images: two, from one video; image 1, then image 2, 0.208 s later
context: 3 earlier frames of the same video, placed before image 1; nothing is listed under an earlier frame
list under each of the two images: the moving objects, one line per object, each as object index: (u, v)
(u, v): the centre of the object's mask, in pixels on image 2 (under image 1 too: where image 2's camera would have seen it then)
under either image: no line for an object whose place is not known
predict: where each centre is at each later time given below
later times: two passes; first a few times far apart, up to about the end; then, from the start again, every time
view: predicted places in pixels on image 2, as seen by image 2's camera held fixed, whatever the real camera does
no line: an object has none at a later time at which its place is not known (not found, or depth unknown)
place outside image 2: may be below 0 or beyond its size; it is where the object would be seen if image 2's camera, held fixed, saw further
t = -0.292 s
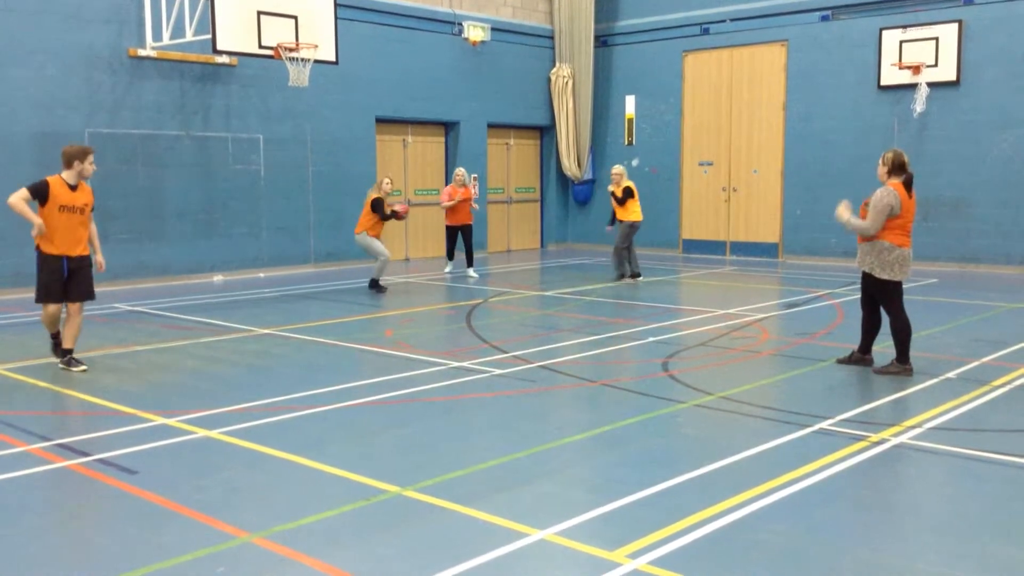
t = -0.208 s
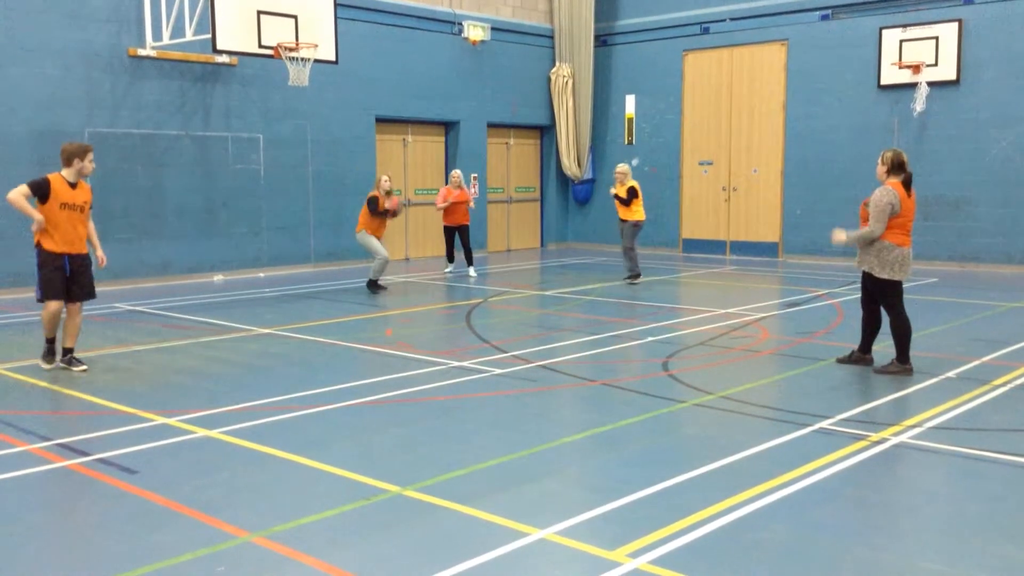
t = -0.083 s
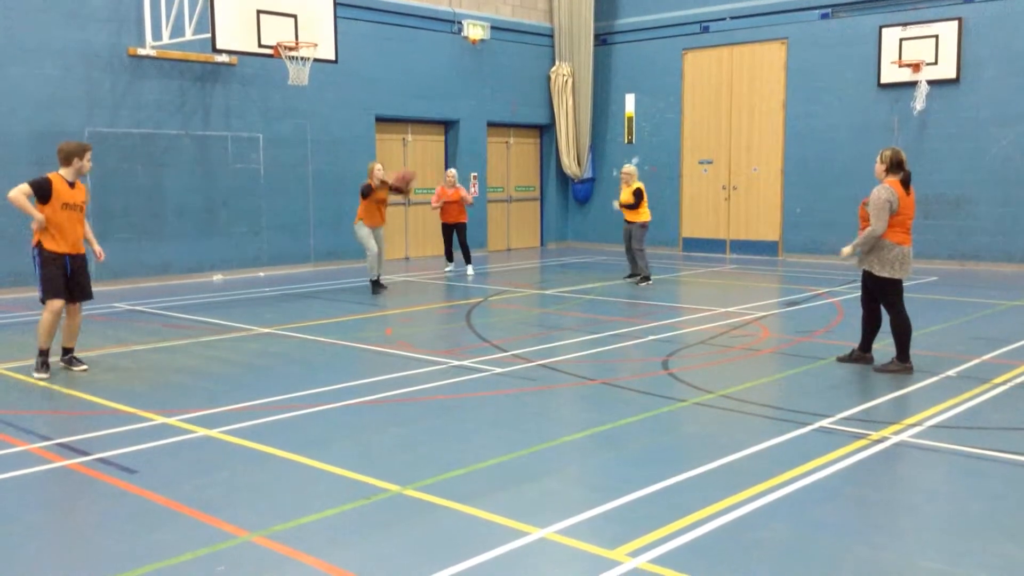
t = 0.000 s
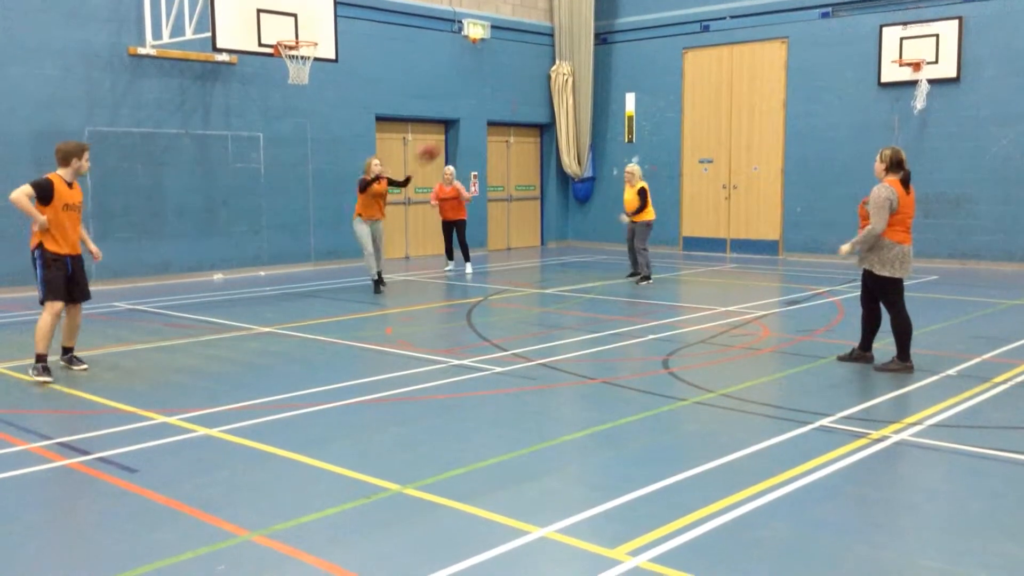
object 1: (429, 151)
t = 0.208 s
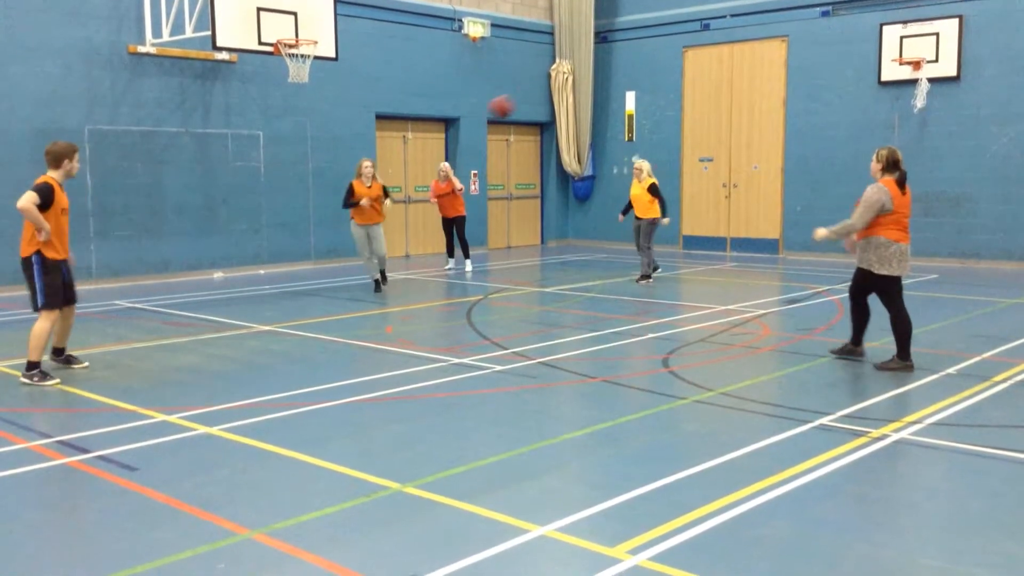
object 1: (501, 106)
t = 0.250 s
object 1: (517, 103)
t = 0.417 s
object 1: (589, 101)
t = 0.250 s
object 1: (517, 103)
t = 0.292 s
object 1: (535, 100)
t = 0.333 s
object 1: (551, 99)
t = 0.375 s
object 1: (571, 99)
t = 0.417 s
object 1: (589, 101)
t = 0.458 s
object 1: (606, 105)
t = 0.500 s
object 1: (626, 111)
